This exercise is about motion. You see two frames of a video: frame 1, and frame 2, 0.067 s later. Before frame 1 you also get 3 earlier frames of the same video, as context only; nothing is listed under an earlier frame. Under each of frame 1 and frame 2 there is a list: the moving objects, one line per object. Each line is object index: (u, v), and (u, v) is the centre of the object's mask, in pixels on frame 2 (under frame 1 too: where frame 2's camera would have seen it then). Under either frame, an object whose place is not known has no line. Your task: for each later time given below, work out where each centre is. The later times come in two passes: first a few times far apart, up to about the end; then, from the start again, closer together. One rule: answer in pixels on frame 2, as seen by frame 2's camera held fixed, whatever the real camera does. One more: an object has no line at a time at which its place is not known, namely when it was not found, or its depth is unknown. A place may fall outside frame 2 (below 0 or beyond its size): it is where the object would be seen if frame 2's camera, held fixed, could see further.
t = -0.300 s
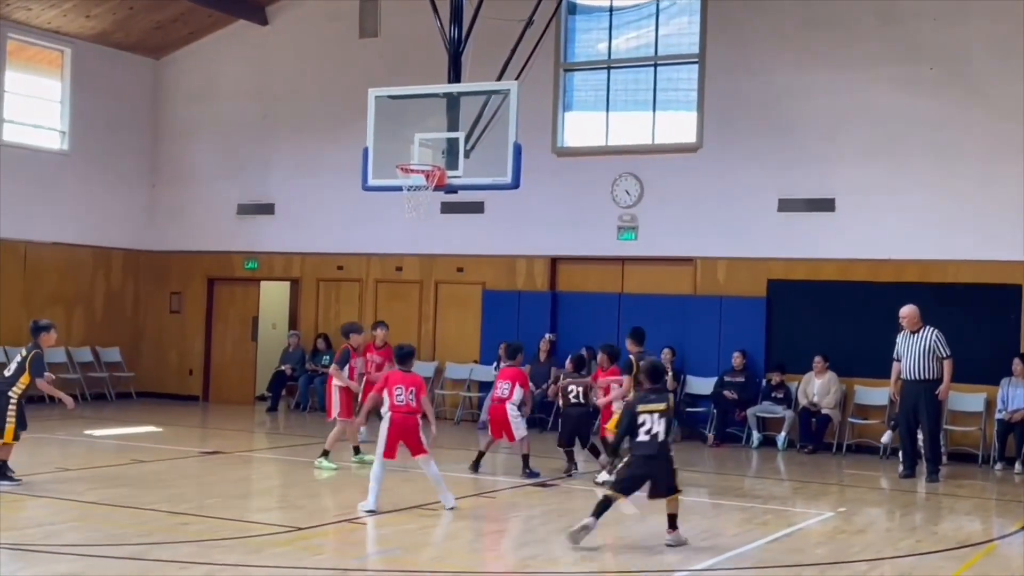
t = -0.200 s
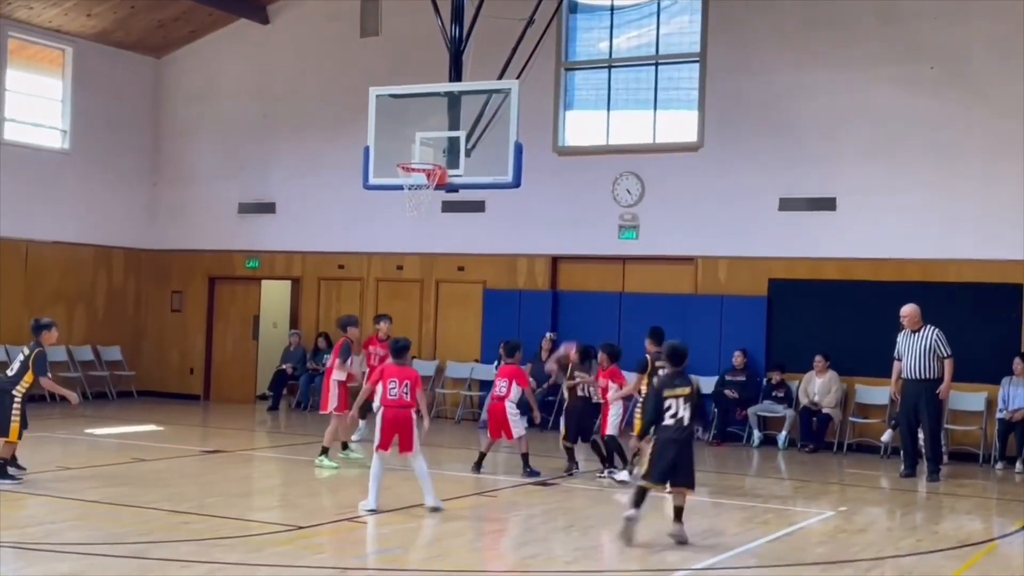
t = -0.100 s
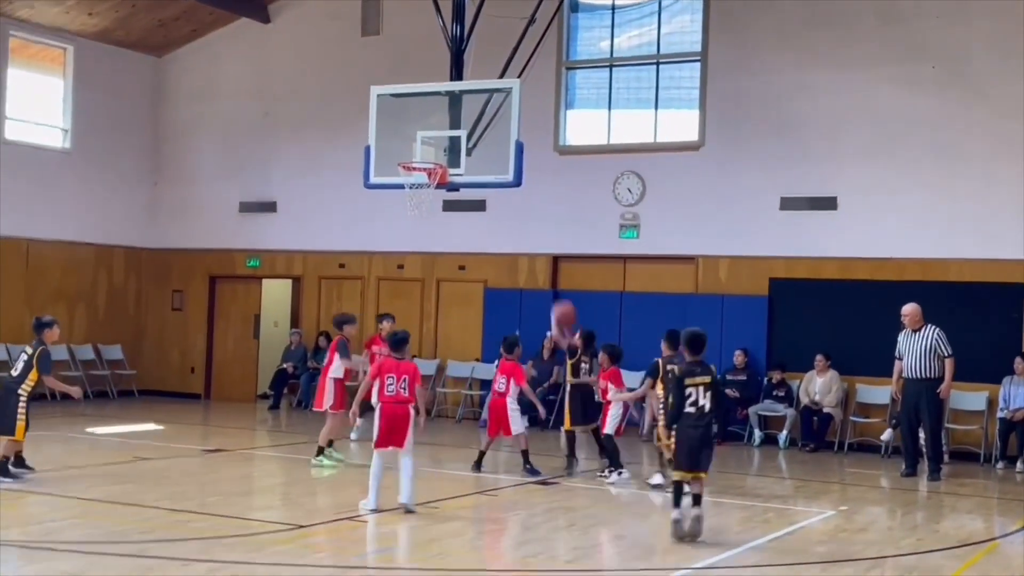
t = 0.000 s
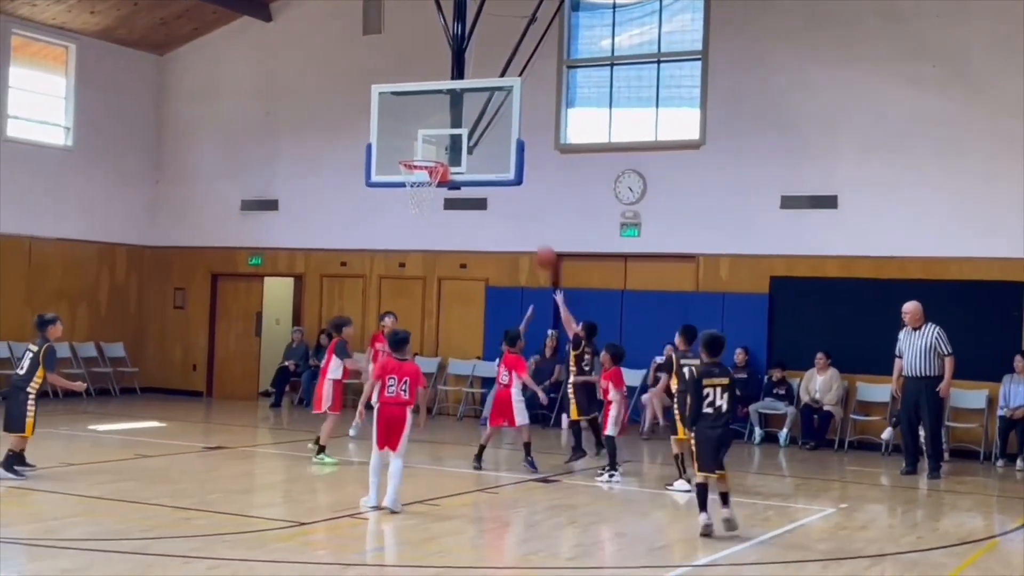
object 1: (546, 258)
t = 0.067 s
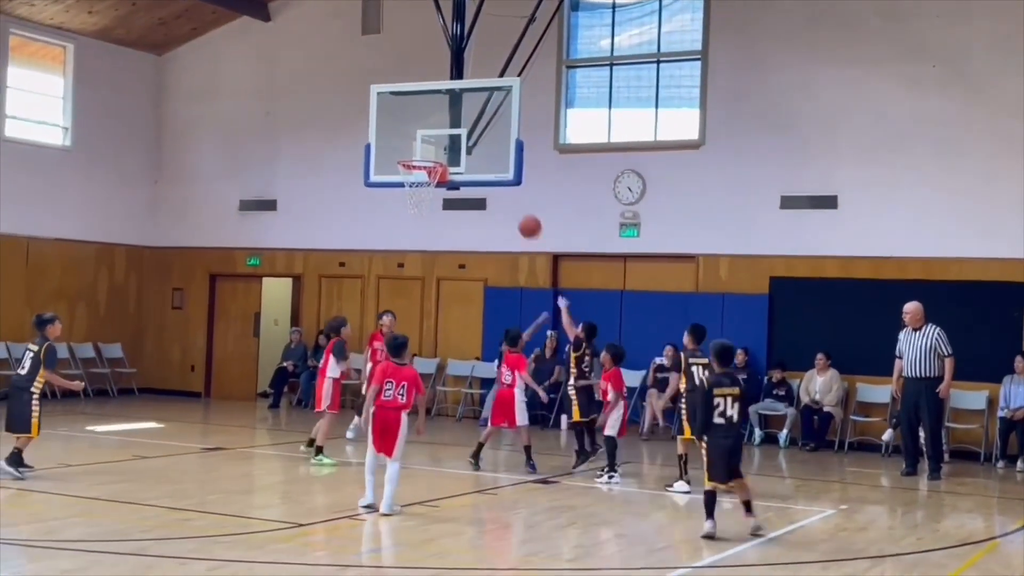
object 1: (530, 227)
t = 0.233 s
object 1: (494, 168)
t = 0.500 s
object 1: (435, 131)
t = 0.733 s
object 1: (382, 154)
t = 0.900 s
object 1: (343, 201)
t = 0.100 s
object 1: (523, 212)
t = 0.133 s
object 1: (516, 200)
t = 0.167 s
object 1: (508, 189)
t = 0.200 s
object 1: (501, 178)
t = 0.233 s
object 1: (494, 168)
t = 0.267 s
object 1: (487, 160)
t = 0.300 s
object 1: (479, 153)
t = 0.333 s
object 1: (472, 147)
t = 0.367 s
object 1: (464, 142)
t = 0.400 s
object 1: (457, 137)
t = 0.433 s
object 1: (450, 135)
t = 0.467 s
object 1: (442, 132)
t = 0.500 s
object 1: (435, 131)
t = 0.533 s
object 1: (427, 131)
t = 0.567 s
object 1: (419, 132)
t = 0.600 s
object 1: (411, 134)
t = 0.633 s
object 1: (404, 138)
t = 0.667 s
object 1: (397, 142)
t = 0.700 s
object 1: (389, 147)
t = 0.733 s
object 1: (382, 154)
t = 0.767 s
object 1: (373, 161)
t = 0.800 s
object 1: (365, 170)
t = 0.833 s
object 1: (357, 180)
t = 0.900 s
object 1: (343, 201)
